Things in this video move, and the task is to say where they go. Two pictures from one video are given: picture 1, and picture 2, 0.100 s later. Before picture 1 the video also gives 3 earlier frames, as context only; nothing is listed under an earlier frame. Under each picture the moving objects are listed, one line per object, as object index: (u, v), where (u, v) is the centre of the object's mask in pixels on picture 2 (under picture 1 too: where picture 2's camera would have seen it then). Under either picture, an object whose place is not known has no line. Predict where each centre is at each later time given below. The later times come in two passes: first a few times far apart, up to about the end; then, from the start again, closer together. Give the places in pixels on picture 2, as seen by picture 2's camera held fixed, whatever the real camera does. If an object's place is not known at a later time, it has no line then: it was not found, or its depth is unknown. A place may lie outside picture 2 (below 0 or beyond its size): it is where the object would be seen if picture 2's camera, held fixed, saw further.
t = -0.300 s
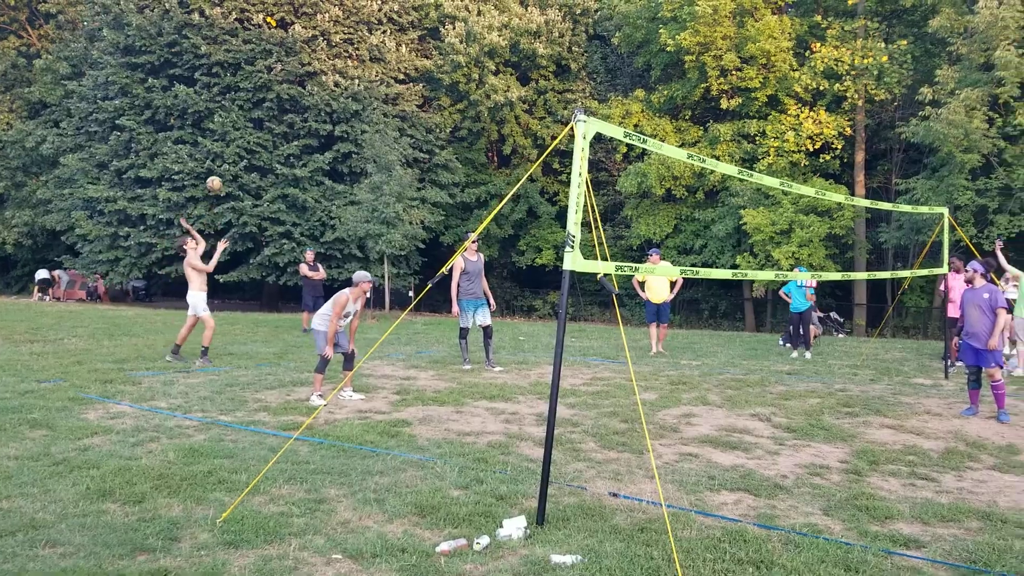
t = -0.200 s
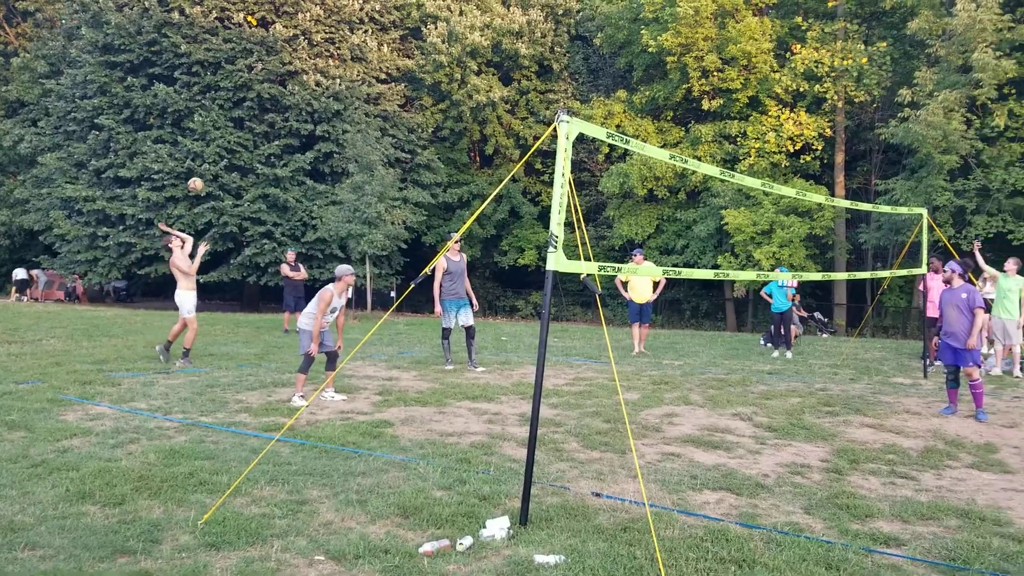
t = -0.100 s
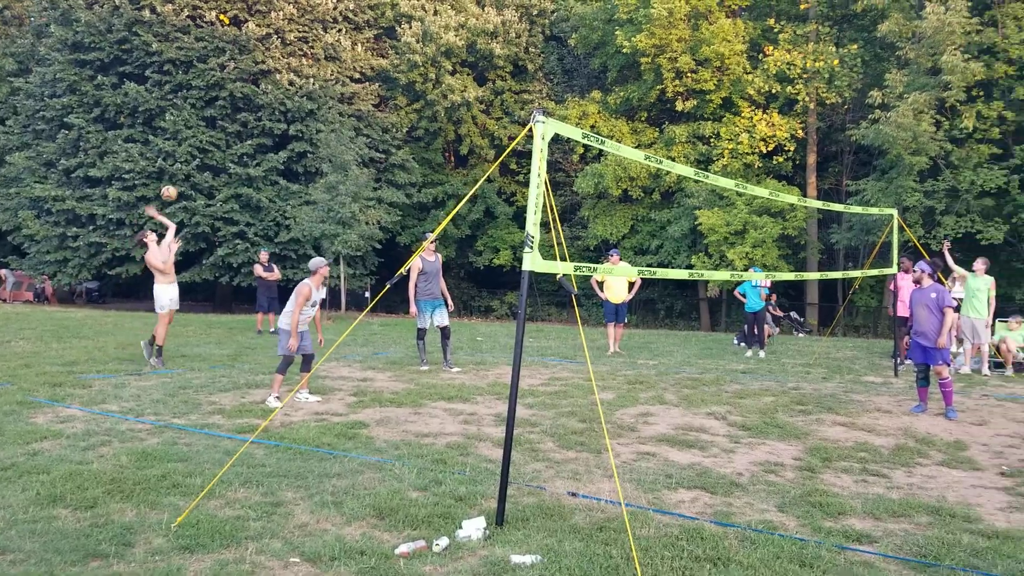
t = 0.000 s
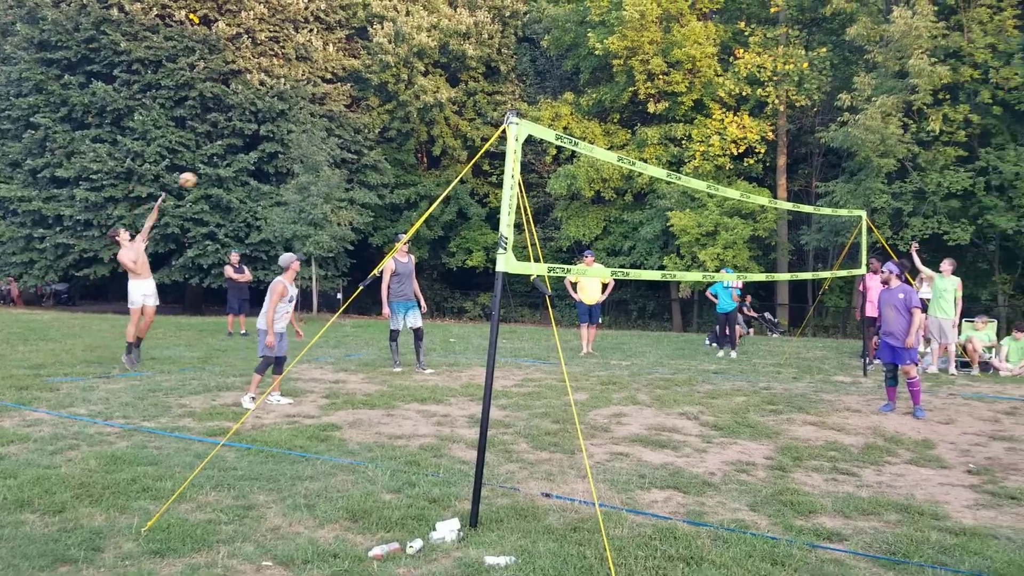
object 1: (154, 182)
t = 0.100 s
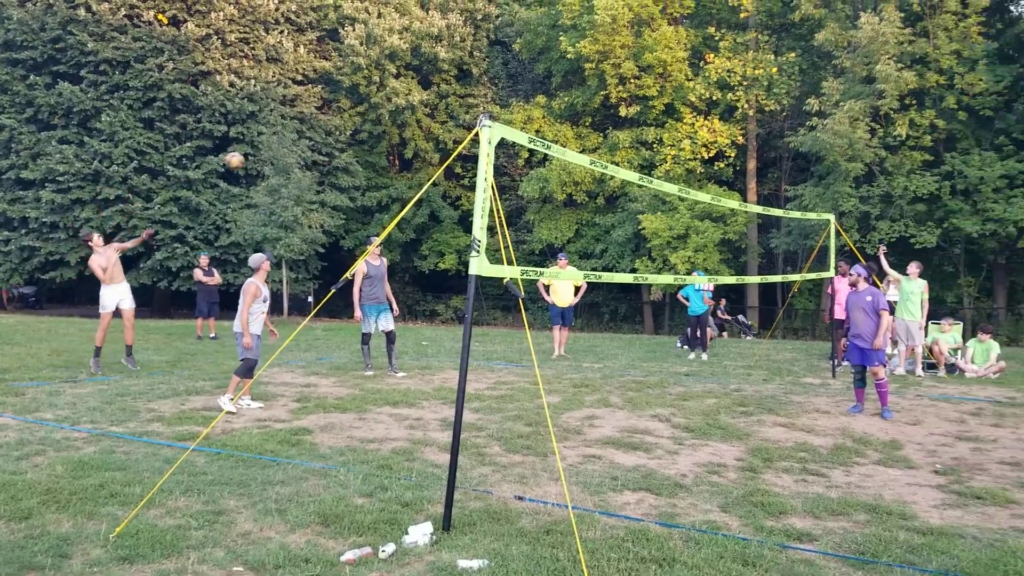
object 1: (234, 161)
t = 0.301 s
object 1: (409, 138)
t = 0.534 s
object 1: (651, 156)
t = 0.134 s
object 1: (262, 155)
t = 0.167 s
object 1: (290, 150)
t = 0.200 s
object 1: (320, 146)
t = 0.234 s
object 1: (349, 142)
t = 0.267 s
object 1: (379, 140)
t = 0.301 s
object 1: (409, 138)
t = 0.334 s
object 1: (441, 137)
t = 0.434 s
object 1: (545, 140)
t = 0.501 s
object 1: (614, 151)
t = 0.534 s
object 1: (651, 156)
